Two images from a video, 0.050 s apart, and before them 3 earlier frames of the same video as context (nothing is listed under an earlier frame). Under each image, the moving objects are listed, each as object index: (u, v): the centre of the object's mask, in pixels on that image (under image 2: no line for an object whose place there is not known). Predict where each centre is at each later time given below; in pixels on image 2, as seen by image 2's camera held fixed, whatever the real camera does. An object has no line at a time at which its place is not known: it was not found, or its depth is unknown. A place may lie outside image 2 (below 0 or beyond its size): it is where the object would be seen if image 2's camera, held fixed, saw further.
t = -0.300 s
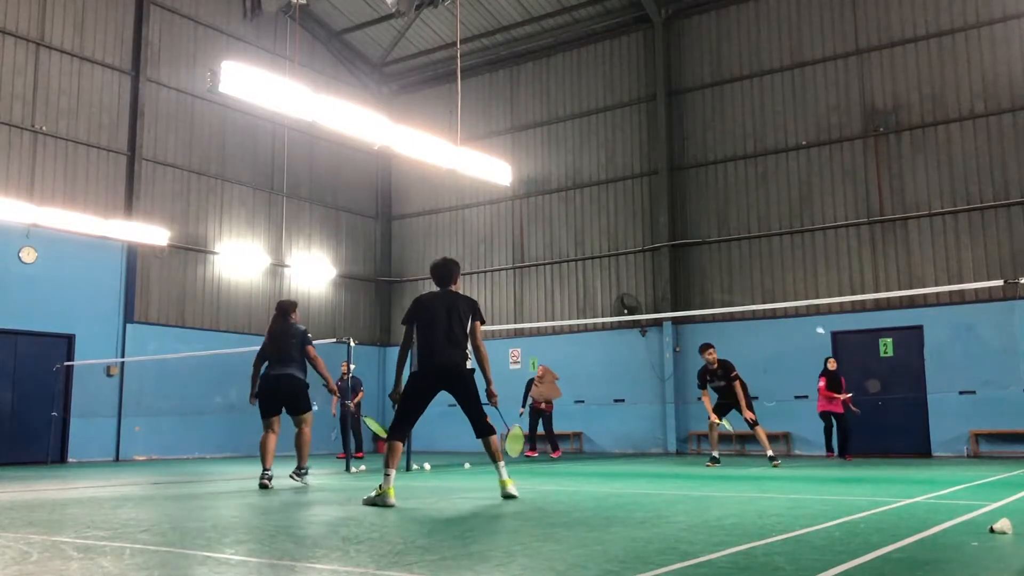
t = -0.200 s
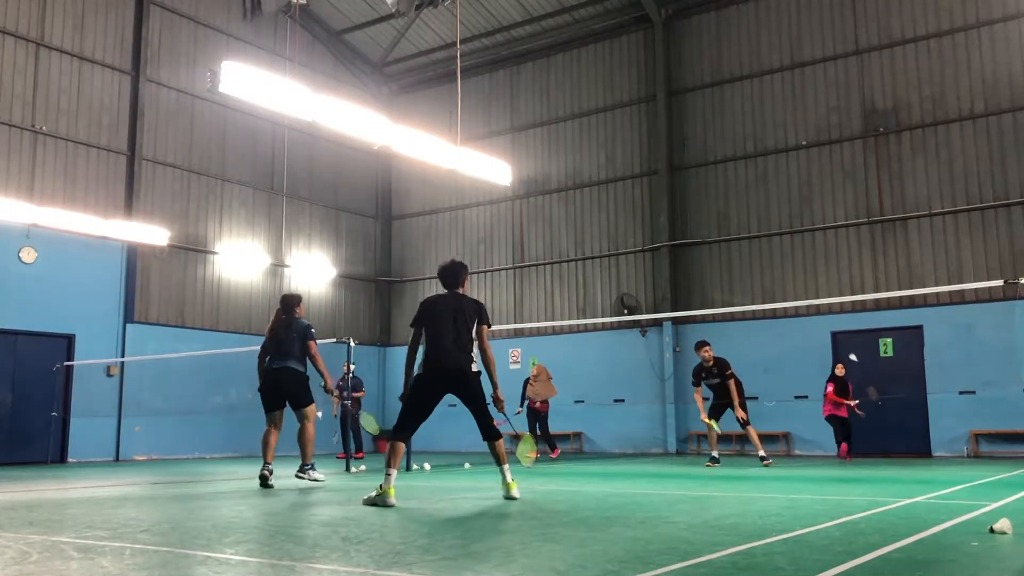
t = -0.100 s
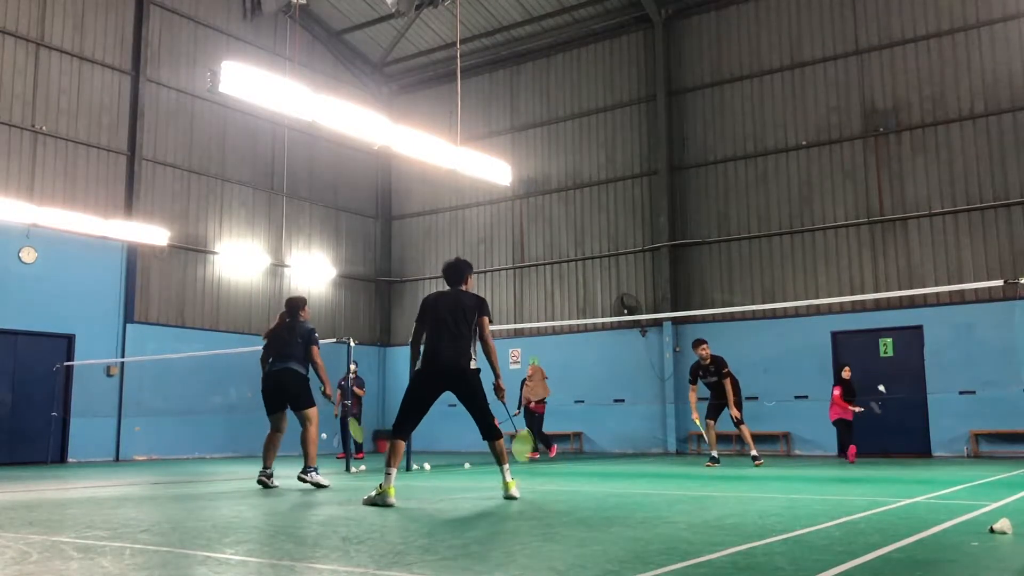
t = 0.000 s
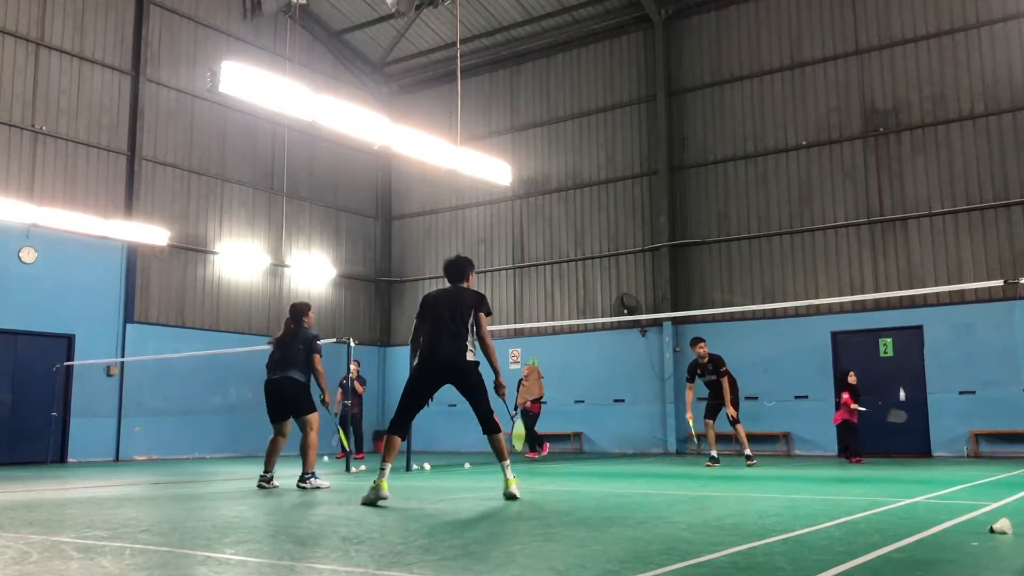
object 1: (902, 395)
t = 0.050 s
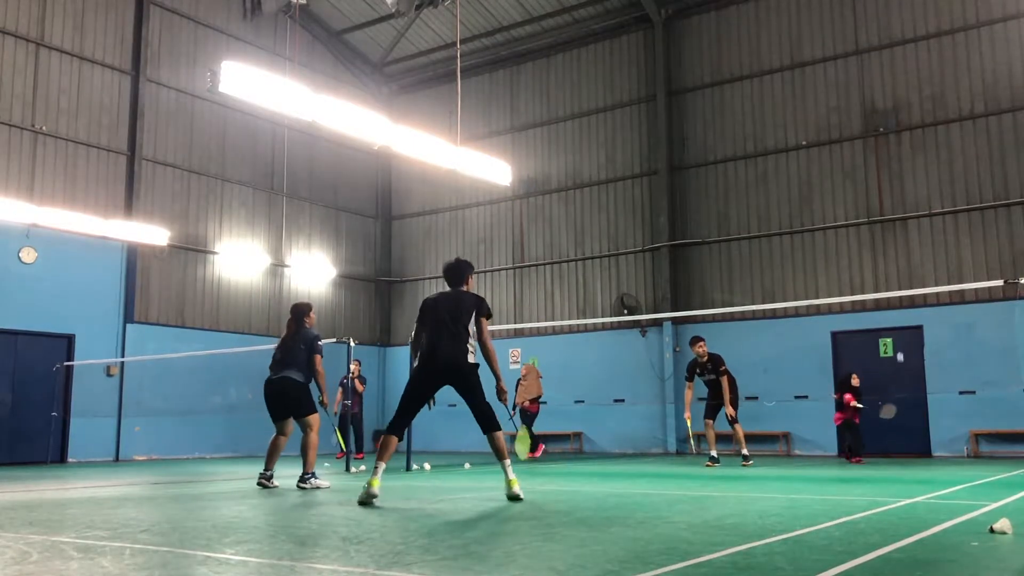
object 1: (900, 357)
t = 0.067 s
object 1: (898, 347)
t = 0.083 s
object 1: (897, 337)
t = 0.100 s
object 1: (896, 327)
